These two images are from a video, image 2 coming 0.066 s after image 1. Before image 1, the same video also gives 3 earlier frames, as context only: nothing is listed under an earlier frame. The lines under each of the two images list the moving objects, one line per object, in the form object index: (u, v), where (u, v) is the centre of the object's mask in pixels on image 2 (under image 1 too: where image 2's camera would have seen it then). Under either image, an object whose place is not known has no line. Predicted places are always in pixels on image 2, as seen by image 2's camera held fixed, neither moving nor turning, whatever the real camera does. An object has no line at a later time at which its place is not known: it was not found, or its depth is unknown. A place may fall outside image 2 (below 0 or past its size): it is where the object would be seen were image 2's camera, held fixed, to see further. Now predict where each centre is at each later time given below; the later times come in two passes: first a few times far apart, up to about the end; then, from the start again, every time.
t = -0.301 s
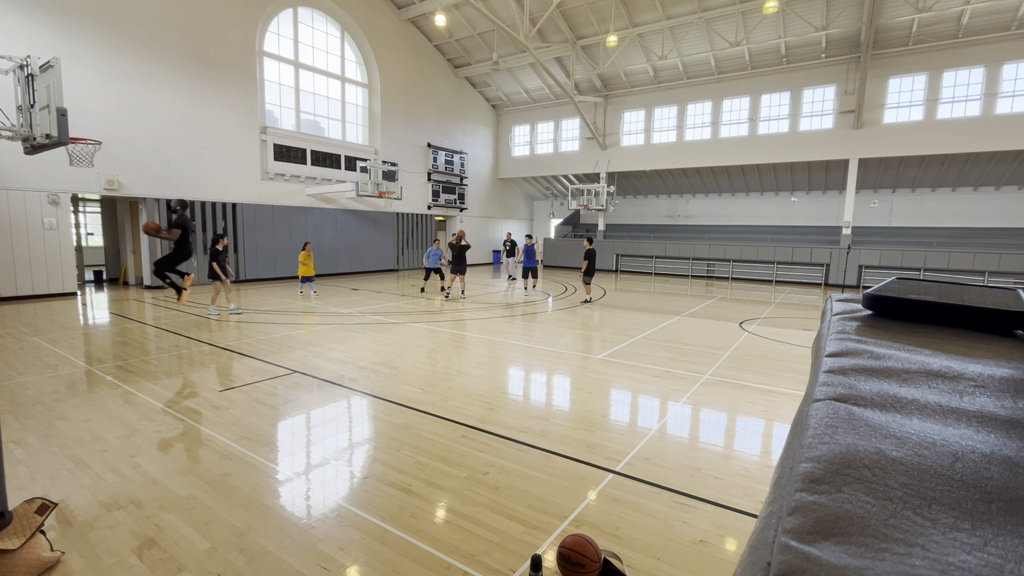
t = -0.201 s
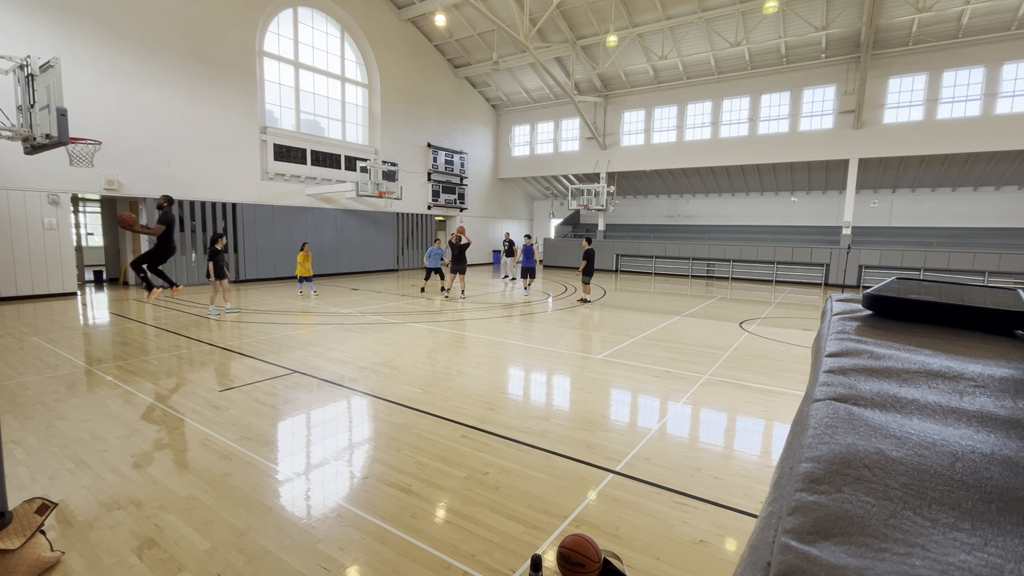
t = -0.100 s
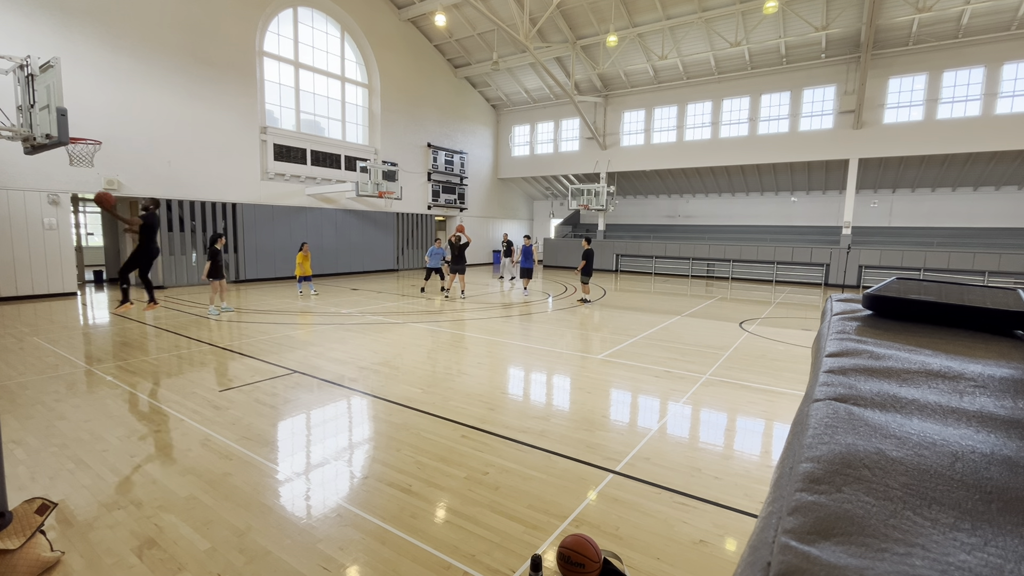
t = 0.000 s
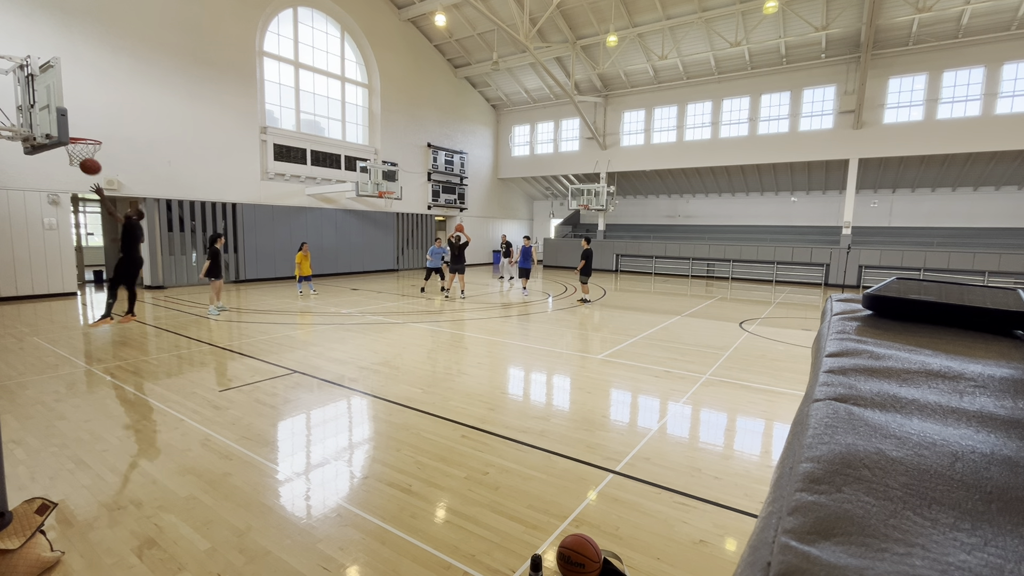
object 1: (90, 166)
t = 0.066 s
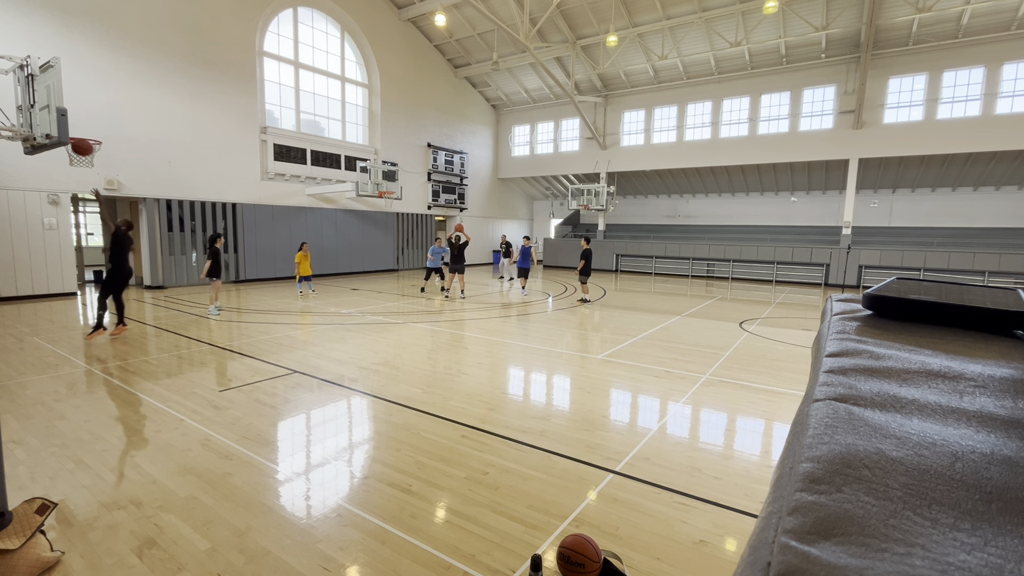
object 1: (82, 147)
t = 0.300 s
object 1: (71, 110)
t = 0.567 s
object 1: (76, 122)
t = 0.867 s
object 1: (87, 128)
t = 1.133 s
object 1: (104, 161)
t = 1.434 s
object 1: (128, 258)
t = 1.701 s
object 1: (143, 319)
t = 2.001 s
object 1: (144, 252)
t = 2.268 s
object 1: (149, 245)
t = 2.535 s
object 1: (157, 291)
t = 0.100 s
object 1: (79, 139)
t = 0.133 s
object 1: (76, 132)
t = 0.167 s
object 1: (74, 125)
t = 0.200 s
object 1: (72, 119)
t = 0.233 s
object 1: (71, 115)
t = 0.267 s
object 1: (71, 112)
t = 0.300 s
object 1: (71, 110)
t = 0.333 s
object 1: (71, 109)
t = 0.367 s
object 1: (71, 108)
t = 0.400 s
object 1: (72, 109)
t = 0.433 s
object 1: (72, 110)
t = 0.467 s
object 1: (73, 112)
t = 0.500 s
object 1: (74, 115)
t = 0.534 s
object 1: (75, 118)
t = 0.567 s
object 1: (76, 122)
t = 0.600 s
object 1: (77, 127)
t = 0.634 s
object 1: (77, 131)
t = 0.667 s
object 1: (78, 133)
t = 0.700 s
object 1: (79, 131)
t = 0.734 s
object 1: (81, 130)
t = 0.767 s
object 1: (82, 128)
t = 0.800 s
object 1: (84, 128)
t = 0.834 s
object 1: (86, 128)
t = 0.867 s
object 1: (87, 128)
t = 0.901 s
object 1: (89, 130)
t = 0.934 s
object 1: (91, 132)
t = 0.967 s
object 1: (93, 135)
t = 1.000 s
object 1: (95, 138)
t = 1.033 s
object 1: (97, 143)
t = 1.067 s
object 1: (99, 148)
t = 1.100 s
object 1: (102, 154)
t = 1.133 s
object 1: (104, 161)
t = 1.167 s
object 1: (106, 169)
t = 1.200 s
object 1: (109, 177)
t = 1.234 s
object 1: (112, 186)
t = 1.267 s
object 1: (114, 197)
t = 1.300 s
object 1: (117, 207)
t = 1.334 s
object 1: (120, 218)
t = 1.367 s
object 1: (122, 231)
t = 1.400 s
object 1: (126, 245)
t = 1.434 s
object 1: (128, 258)
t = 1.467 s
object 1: (130, 273)
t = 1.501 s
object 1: (133, 288)
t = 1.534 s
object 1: (136, 304)
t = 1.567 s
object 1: (139, 321)
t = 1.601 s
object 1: (142, 338)
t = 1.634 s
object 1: (143, 341)
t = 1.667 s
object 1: (143, 330)
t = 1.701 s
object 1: (143, 319)
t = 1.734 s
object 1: (143, 309)
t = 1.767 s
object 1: (143, 299)
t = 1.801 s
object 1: (143, 290)
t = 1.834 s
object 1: (143, 282)
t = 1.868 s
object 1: (143, 275)
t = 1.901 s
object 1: (143, 268)
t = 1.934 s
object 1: (143, 262)
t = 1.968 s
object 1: (144, 257)
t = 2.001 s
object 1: (144, 252)
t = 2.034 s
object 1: (145, 248)
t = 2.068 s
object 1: (145, 245)
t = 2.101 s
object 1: (146, 243)
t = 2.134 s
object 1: (146, 242)
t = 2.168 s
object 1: (147, 241)
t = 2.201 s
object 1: (147, 242)
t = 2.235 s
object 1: (148, 243)
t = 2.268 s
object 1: (149, 245)
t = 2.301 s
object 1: (149, 247)
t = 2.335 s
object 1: (150, 251)
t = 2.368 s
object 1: (151, 256)
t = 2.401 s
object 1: (152, 261)
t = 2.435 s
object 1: (153, 267)
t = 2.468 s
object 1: (155, 275)
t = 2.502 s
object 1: (156, 282)
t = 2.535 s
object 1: (157, 291)
